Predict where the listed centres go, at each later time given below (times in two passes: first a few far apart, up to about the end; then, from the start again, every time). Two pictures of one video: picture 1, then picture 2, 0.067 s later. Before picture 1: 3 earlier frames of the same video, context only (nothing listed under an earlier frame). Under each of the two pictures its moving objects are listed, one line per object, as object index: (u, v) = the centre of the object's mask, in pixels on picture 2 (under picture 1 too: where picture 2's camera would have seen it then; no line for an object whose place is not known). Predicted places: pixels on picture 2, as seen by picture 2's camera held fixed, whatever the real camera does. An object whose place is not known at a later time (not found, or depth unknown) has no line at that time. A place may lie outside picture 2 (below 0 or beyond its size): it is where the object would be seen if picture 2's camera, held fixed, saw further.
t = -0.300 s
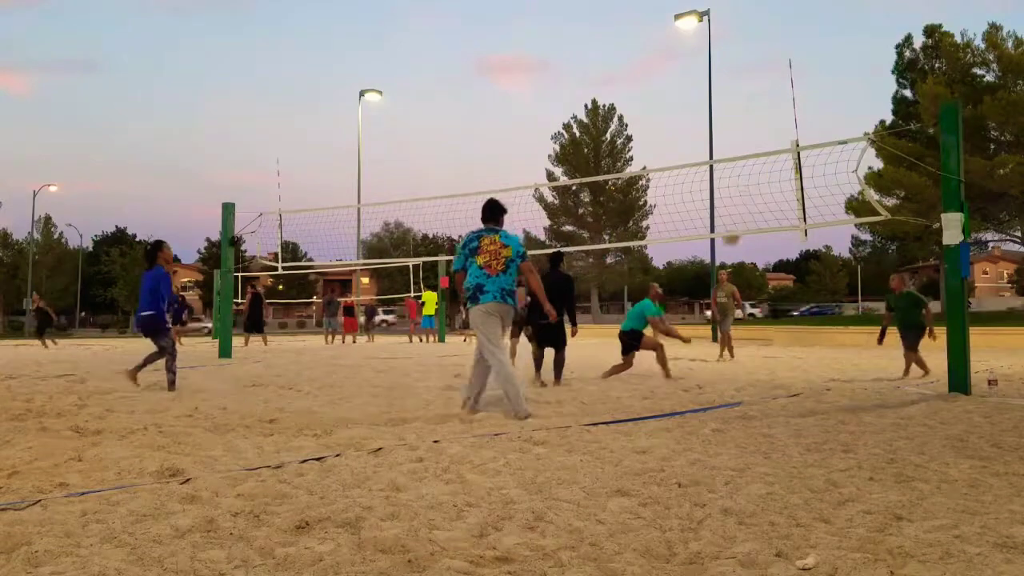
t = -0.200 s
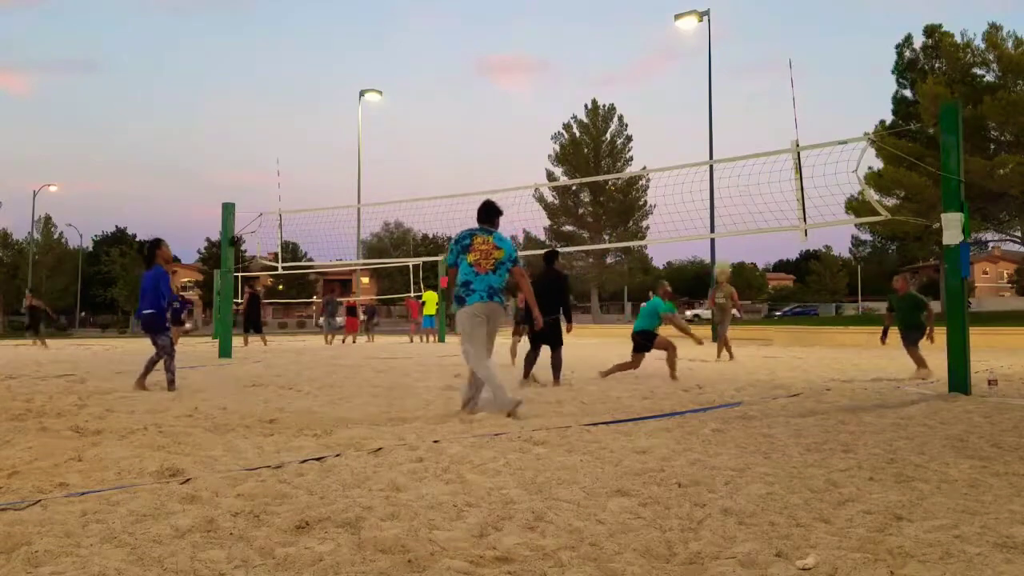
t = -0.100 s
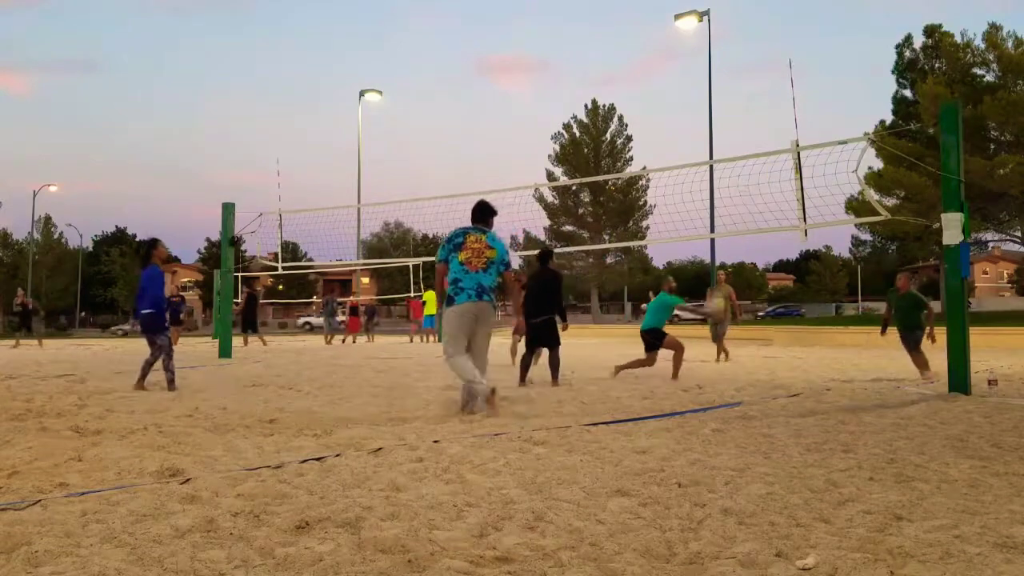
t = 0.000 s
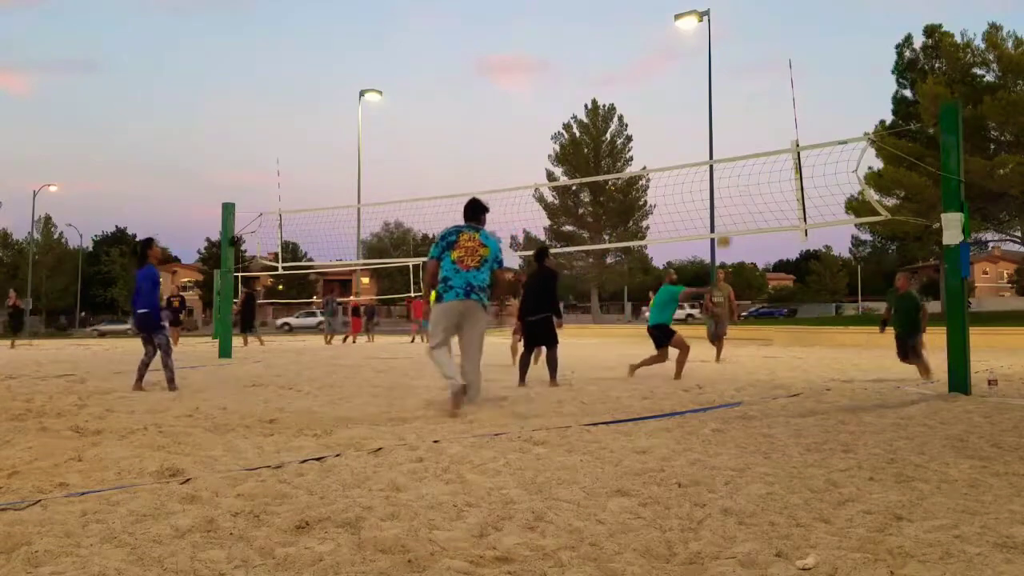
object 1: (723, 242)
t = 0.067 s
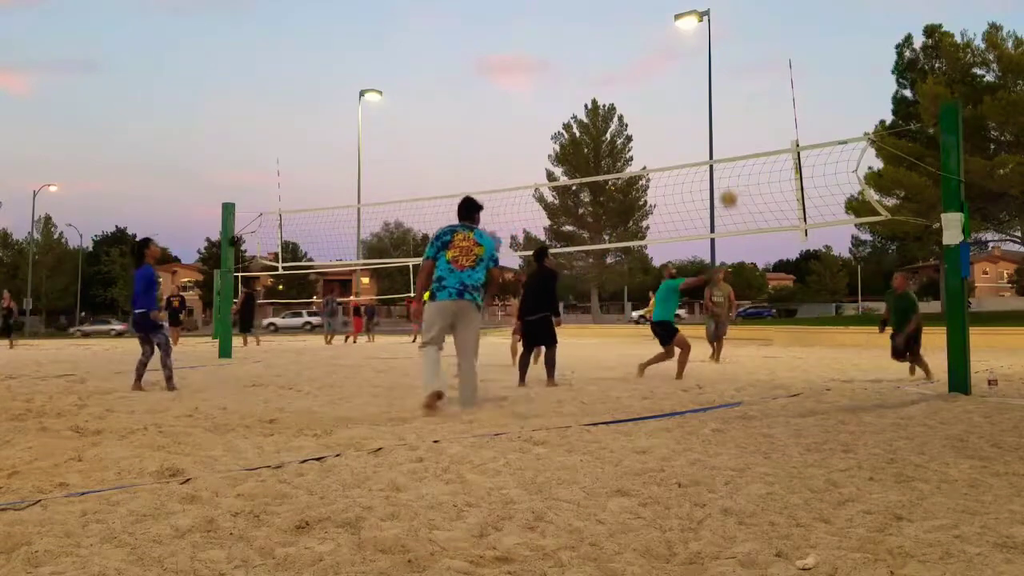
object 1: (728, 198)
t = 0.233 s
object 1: (741, 117)
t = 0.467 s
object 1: (762, 44)
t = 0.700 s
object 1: (781, 17)
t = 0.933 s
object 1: (799, 30)
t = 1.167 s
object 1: (818, 83)
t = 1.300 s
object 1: (829, 128)
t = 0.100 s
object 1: (731, 180)
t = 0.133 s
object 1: (735, 163)
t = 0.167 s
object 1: (736, 146)
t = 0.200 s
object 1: (739, 131)
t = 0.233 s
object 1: (741, 117)
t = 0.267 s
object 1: (745, 104)
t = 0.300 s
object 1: (747, 91)
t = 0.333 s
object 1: (750, 80)
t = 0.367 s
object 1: (753, 70)
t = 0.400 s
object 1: (756, 60)
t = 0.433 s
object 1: (759, 52)
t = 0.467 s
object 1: (762, 44)
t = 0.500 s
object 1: (764, 38)
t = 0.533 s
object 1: (767, 32)
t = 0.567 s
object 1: (770, 27)
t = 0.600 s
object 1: (773, 23)
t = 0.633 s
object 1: (775, 20)
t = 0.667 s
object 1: (778, 18)
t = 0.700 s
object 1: (781, 17)
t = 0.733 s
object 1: (783, 16)
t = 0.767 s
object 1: (786, 16)
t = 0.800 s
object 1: (789, 18)
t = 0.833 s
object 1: (791, 20)
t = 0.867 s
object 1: (794, 22)
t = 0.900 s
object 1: (796, 26)
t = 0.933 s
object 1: (799, 30)
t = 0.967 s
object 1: (802, 36)
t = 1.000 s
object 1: (805, 41)
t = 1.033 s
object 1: (807, 48)
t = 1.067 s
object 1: (810, 56)
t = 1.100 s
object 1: (812, 64)
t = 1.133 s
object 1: (815, 73)
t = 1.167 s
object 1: (818, 83)
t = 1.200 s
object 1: (820, 93)
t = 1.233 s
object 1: (823, 104)
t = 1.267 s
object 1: (826, 116)
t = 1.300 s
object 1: (829, 128)
